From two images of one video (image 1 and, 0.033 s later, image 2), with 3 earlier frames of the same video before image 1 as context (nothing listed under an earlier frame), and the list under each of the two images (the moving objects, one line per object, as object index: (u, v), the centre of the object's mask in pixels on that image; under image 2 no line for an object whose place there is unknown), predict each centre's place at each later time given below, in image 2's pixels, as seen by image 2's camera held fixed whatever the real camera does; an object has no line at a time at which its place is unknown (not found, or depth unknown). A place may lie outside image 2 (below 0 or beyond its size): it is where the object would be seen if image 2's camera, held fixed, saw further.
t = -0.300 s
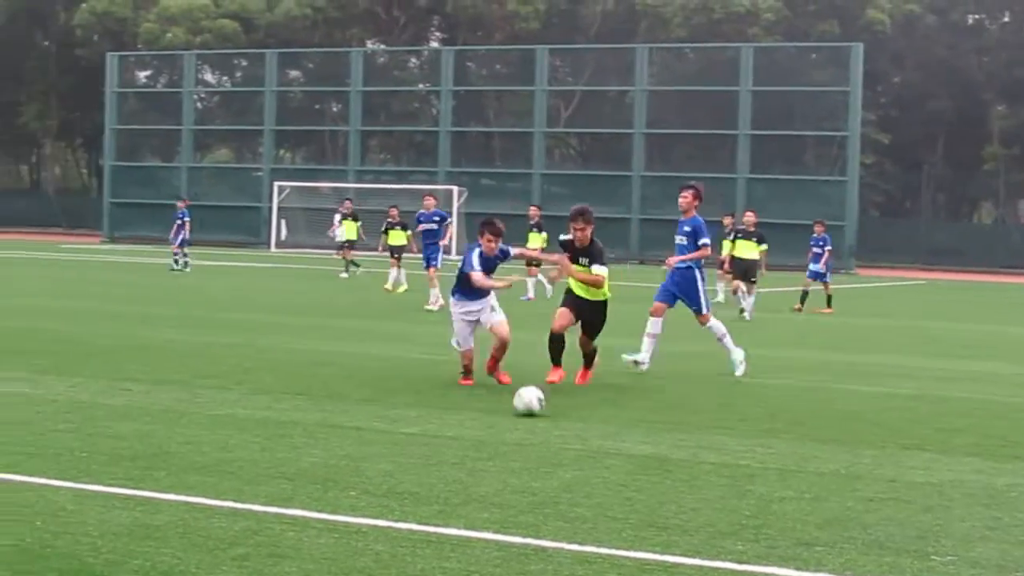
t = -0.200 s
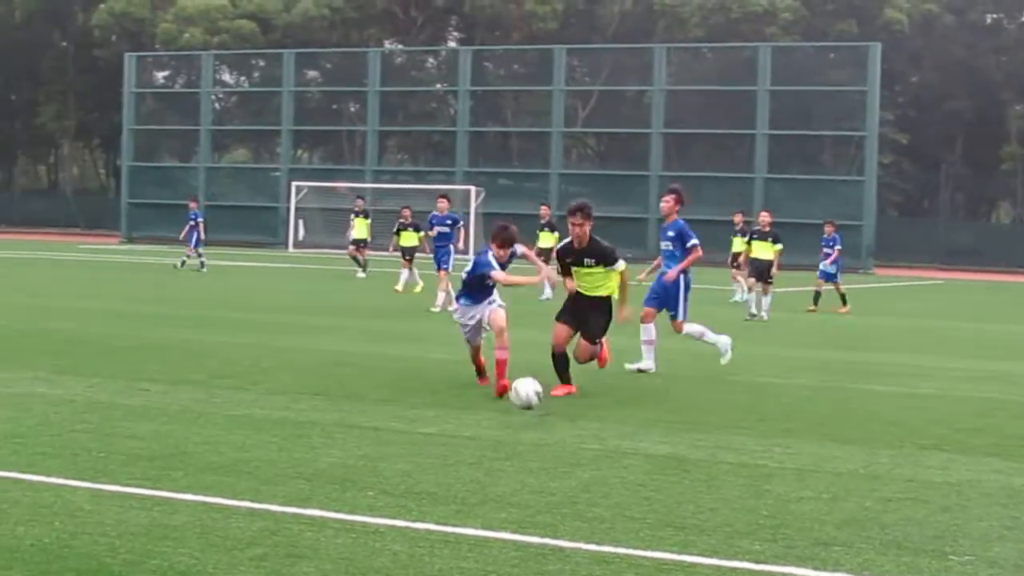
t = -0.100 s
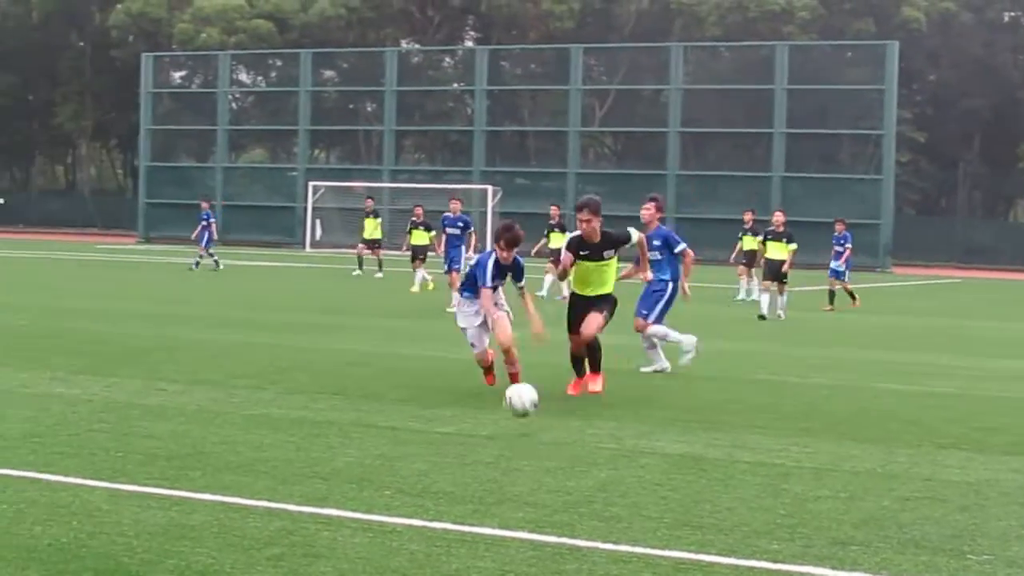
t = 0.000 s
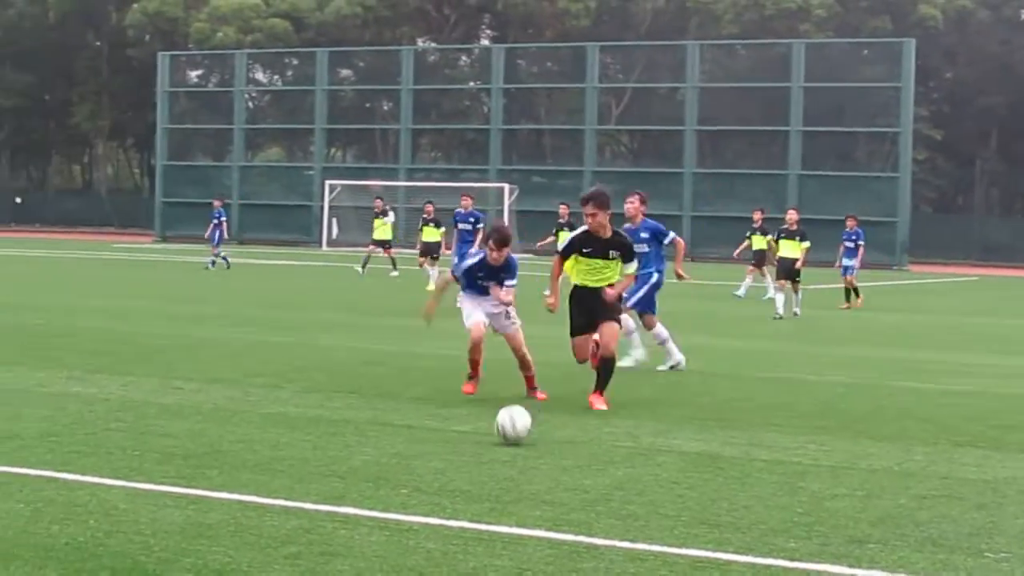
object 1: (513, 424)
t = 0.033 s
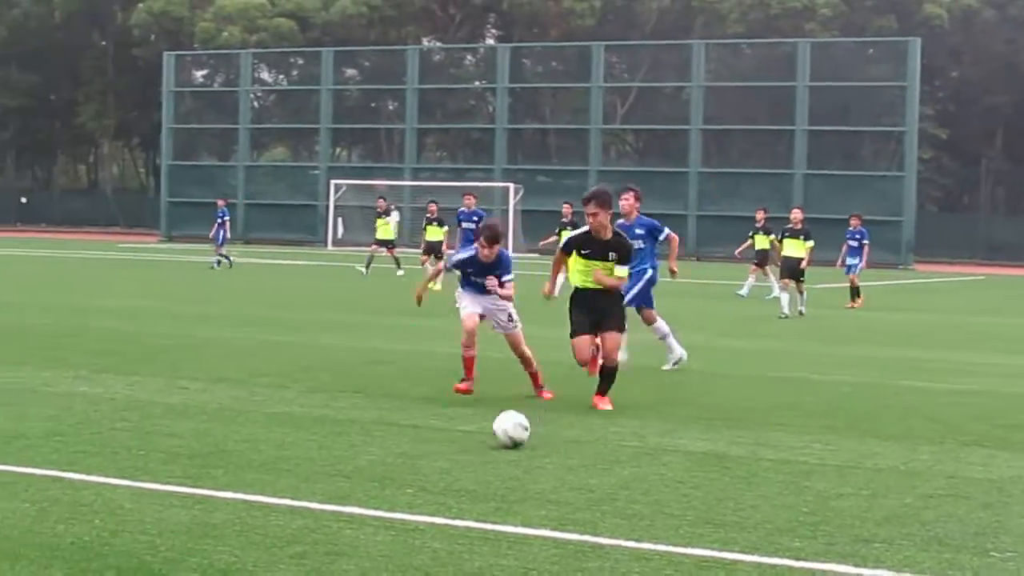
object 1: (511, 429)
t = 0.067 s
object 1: (504, 426)
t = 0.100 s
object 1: (496, 425)
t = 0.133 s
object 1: (488, 427)
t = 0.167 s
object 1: (479, 431)
